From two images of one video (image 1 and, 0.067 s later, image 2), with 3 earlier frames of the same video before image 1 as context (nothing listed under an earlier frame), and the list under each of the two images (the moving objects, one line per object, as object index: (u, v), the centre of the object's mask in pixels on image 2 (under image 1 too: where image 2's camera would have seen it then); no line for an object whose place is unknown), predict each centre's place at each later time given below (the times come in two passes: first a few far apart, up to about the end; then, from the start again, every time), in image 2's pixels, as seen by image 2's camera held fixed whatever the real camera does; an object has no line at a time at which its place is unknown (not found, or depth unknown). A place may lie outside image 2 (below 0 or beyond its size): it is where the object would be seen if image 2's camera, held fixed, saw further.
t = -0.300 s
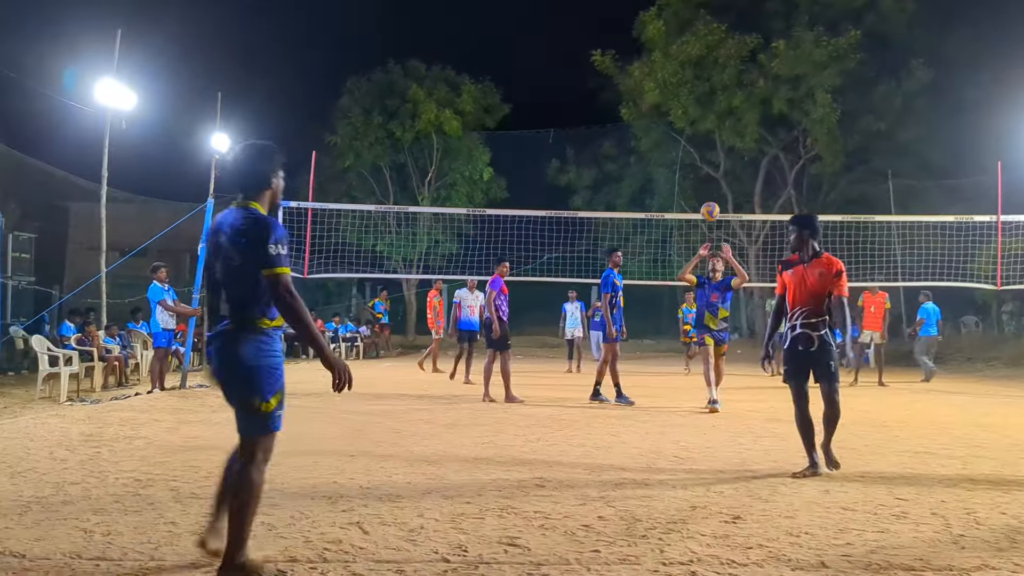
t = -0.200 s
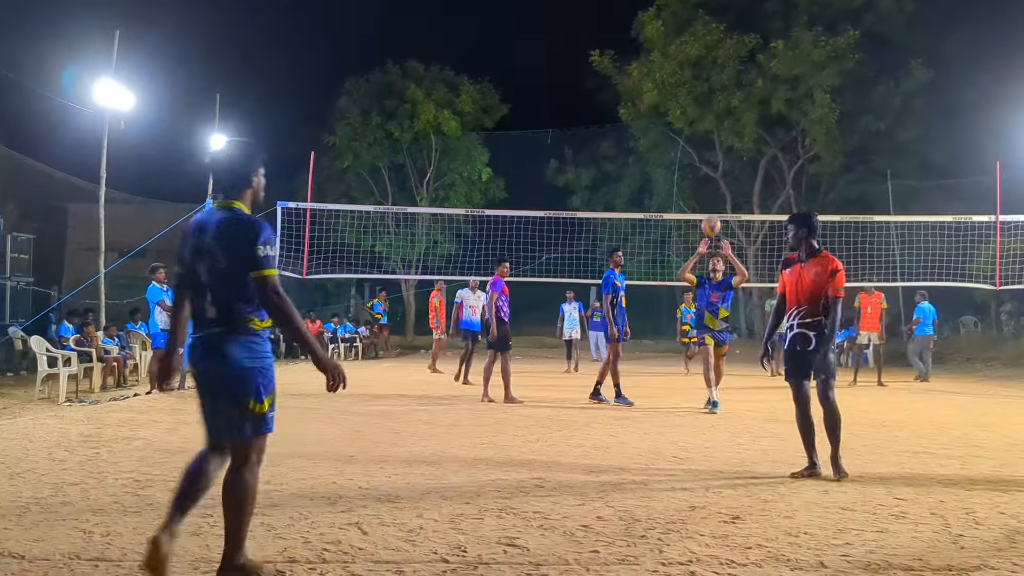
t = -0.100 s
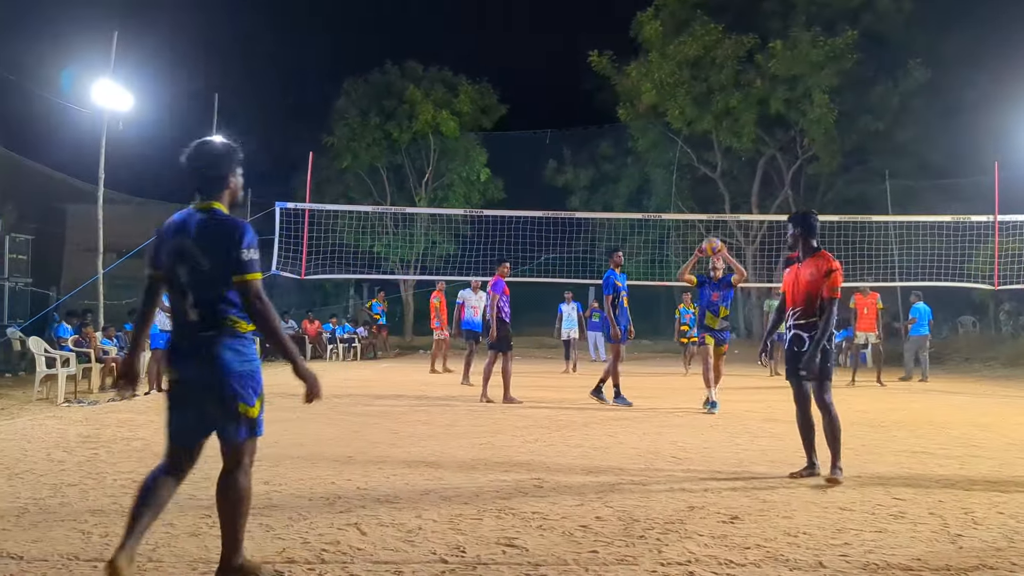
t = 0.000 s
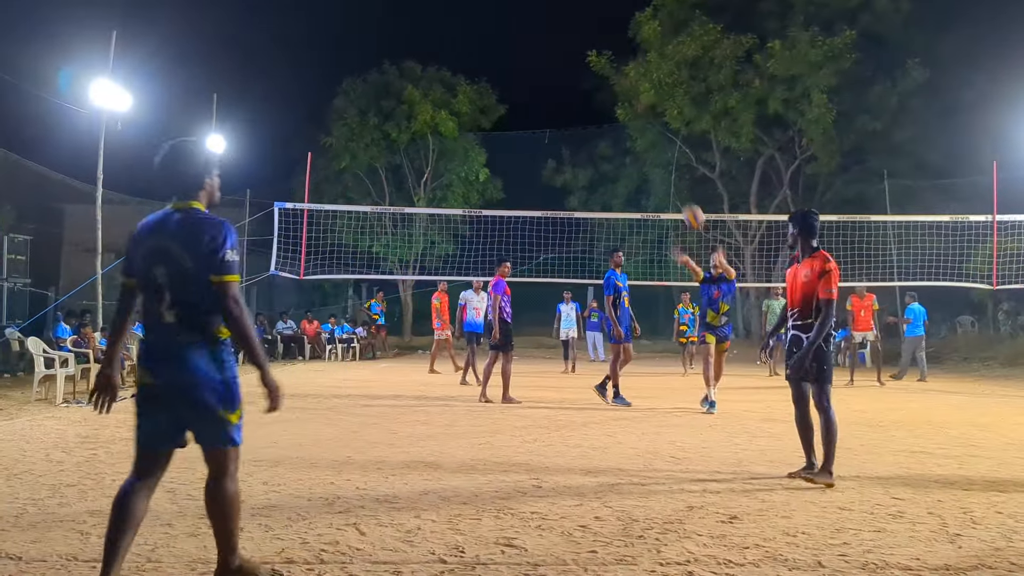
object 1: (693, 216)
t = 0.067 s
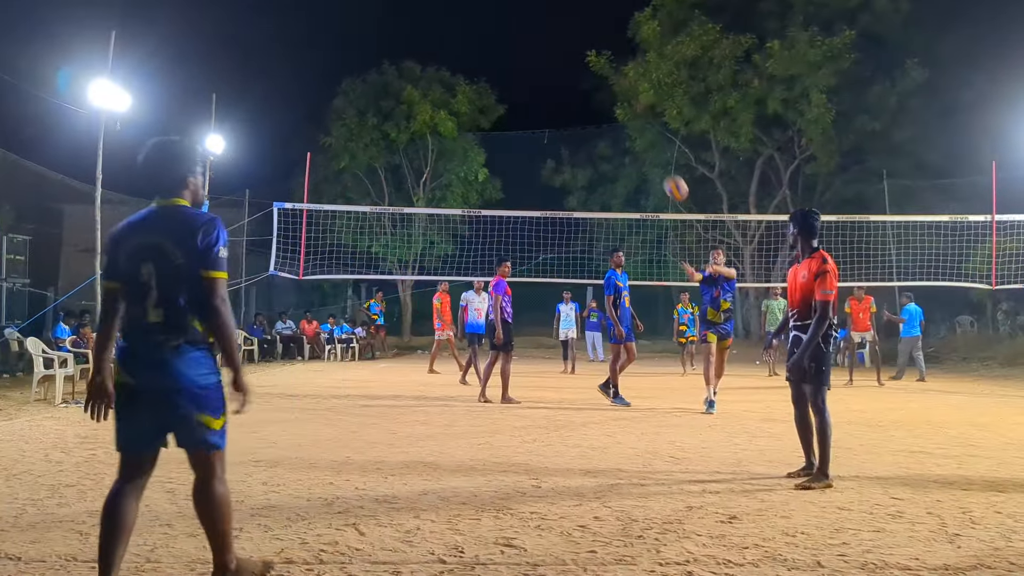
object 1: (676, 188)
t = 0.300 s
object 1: (595, 101)
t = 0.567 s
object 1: (431, 46)
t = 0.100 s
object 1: (667, 174)
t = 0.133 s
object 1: (656, 161)
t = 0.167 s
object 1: (646, 149)
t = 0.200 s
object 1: (634, 137)
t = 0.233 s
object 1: (622, 124)
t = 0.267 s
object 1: (609, 112)
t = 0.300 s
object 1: (595, 101)
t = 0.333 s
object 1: (580, 91)
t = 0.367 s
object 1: (564, 82)
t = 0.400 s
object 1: (546, 73)
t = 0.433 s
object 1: (527, 65)
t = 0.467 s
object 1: (507, 59)
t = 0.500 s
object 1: (484, 53)
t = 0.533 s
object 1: (459, 49)
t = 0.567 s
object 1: (431, 46)
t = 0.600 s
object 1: (401, 45)
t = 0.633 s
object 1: (367, 46)
